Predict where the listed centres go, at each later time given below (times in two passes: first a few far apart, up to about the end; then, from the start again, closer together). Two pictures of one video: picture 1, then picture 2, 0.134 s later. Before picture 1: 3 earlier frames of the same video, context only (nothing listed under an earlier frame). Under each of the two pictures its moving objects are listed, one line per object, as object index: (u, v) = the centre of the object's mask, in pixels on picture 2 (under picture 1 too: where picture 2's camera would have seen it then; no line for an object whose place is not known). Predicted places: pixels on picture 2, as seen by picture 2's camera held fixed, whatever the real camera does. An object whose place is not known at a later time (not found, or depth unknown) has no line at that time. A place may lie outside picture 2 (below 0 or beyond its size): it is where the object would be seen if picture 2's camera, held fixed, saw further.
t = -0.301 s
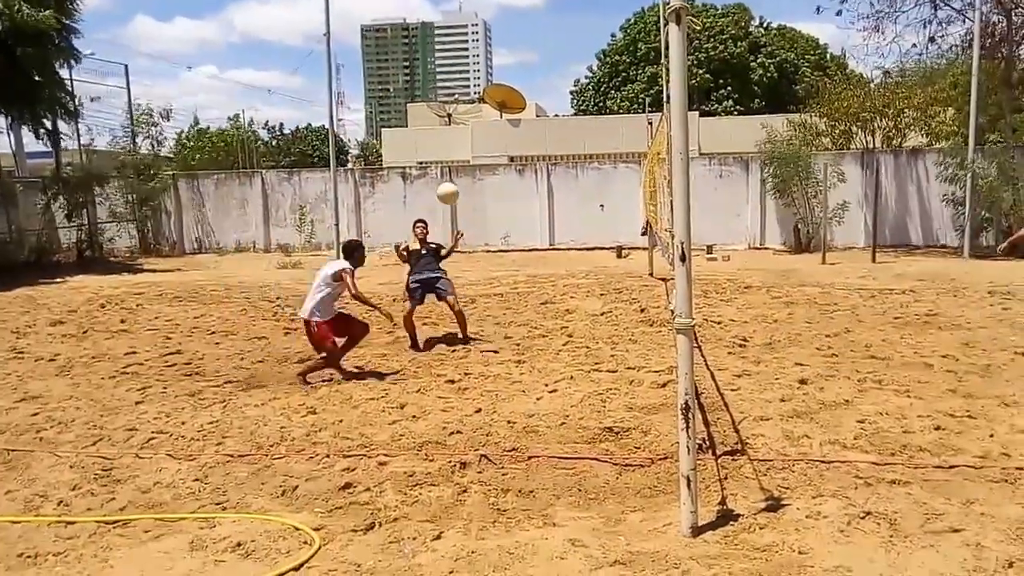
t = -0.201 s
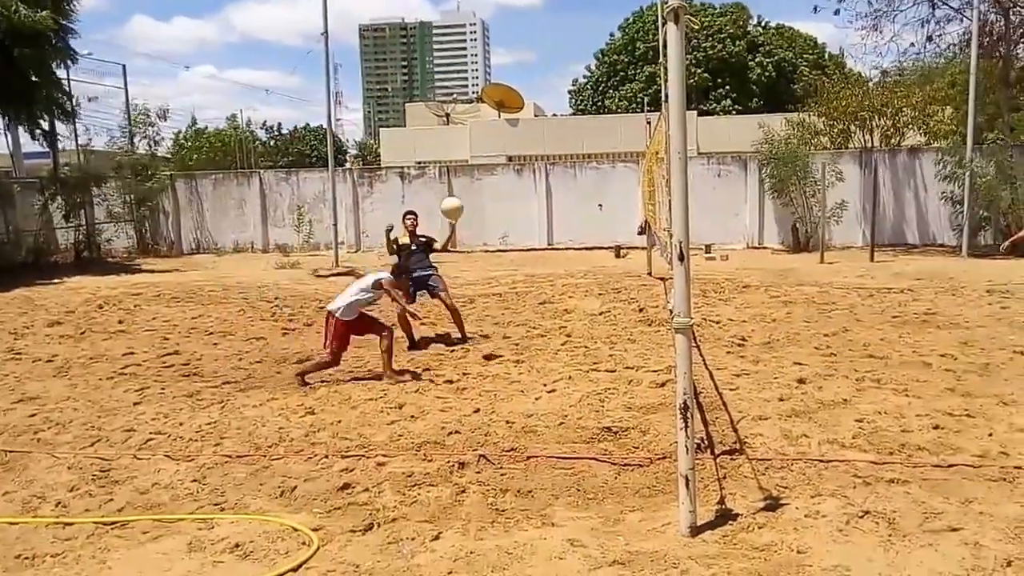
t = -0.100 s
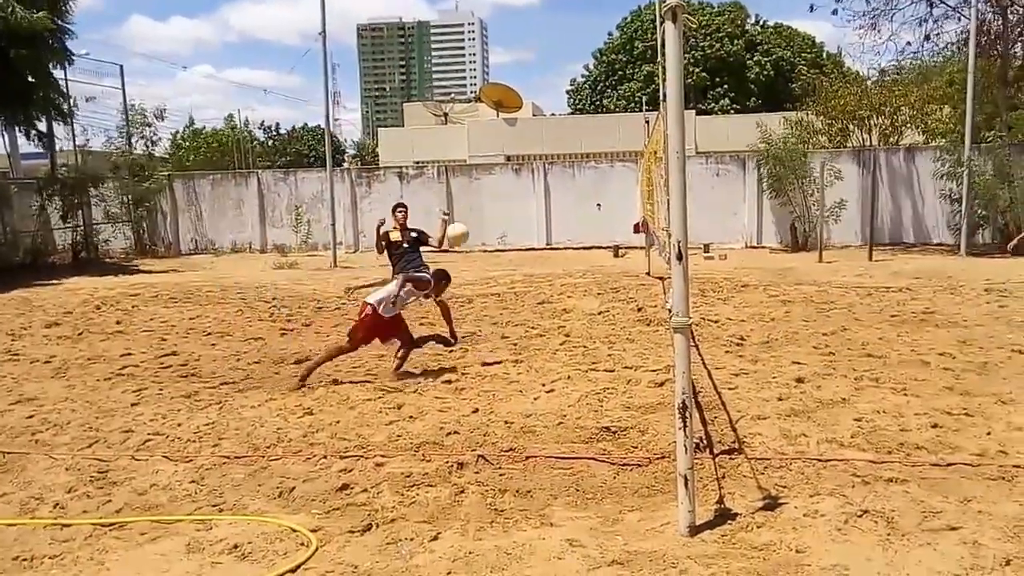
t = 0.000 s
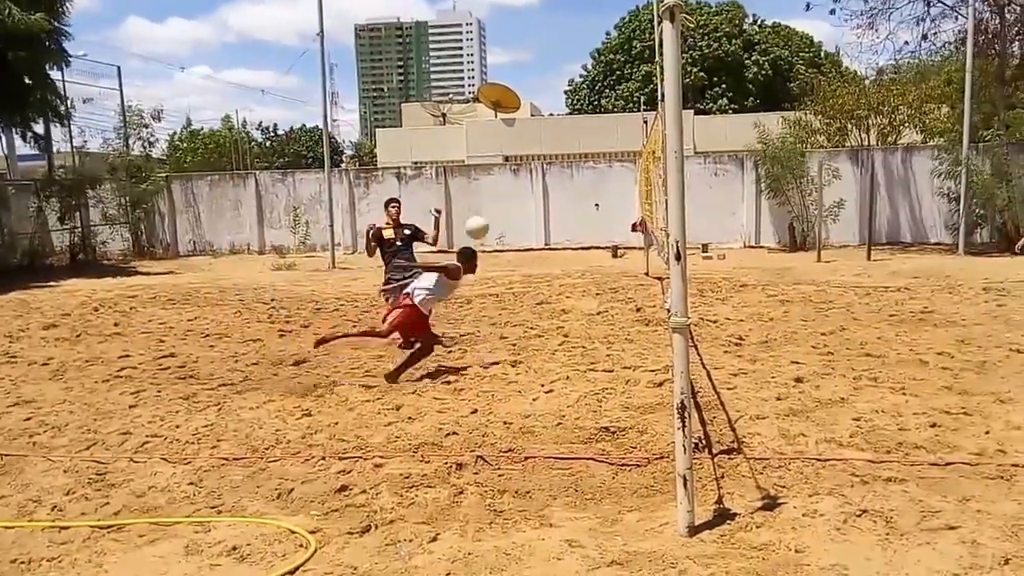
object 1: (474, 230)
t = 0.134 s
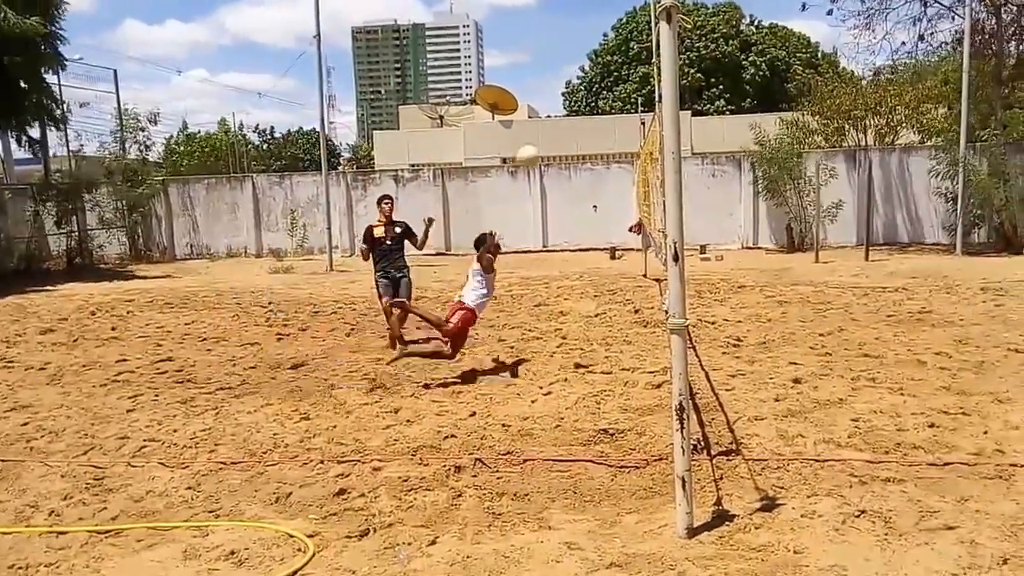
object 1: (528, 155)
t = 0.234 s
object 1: (574, 113)
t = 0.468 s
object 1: (697, 45)
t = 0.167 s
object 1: (543, 141)
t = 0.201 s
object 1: (558, 127)
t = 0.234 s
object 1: (574, 113)
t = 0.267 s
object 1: (590, 99)
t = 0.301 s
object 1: (605, 87)
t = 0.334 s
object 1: (622, 76)
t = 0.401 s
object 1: (653, 54)
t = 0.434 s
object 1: (685, 48)
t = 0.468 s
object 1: (697, 45)
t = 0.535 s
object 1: (739, 36)
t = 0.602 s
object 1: (777, 33)
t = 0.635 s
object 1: (799, 39)
